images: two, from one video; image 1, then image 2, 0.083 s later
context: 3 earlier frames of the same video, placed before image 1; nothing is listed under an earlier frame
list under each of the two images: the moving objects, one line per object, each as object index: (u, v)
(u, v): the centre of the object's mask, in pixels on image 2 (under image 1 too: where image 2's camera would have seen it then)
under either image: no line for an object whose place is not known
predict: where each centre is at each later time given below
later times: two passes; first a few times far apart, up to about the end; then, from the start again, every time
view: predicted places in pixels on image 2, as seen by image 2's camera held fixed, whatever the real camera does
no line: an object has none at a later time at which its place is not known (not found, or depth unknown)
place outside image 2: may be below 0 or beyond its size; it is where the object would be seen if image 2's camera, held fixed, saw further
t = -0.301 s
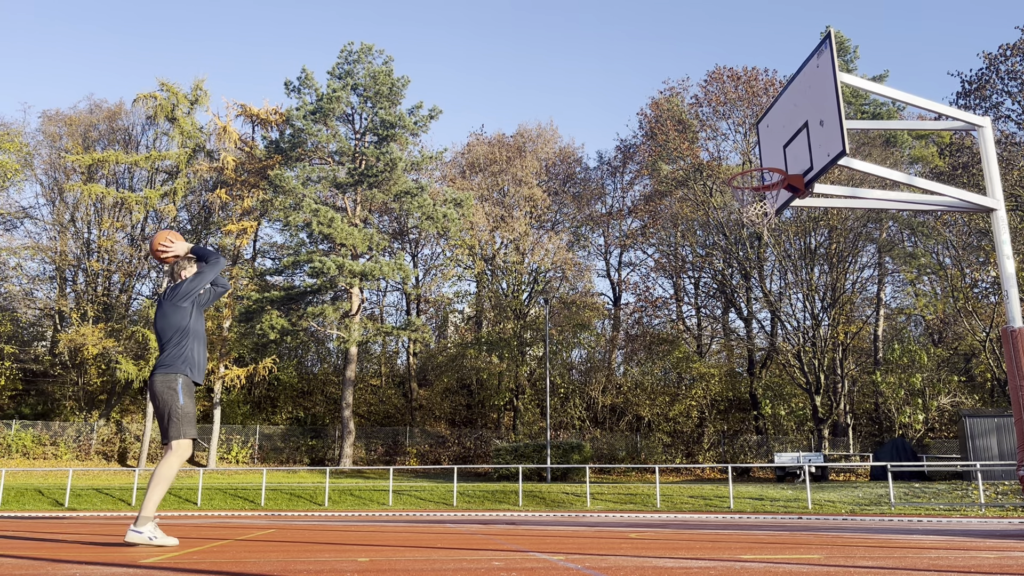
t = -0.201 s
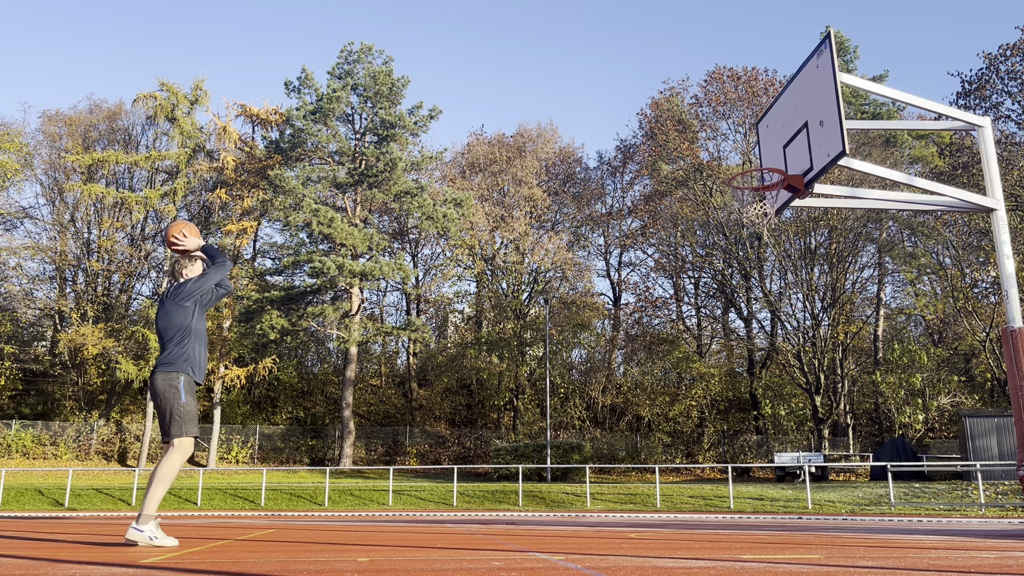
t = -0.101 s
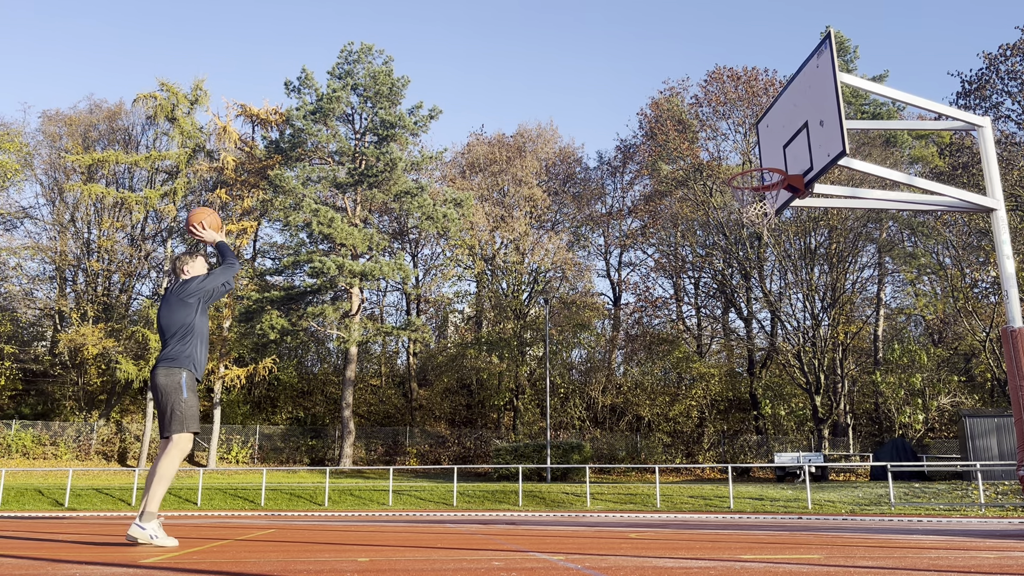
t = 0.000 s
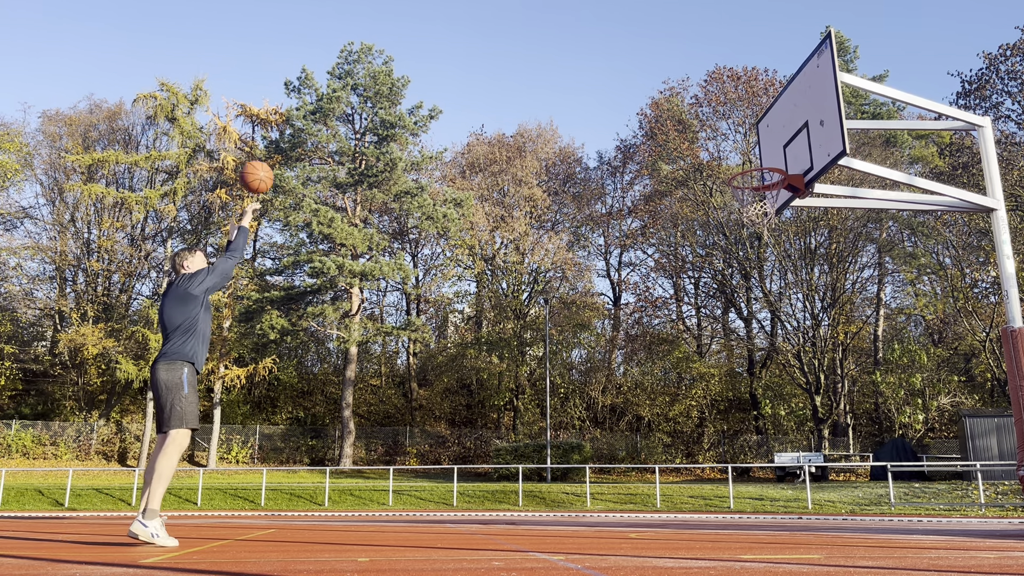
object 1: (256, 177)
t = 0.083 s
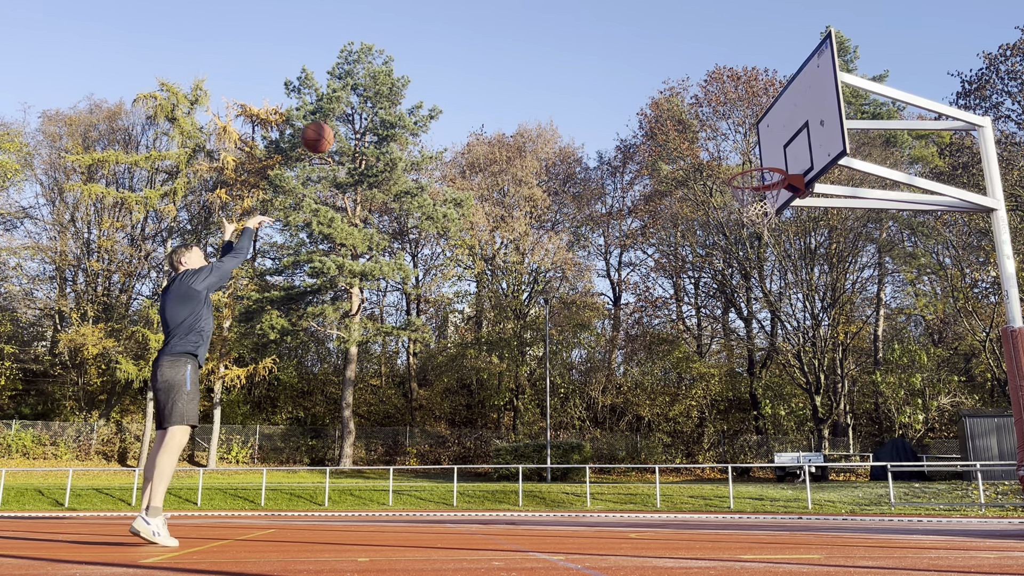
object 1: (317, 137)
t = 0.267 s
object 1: (437, 85)
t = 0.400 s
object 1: (515, 75)
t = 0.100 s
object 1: (329, 131)
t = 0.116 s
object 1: (340, 125)
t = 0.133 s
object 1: (352, 119)
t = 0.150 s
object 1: (363, 113)
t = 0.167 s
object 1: (374, 108)
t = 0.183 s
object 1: (385, 103)
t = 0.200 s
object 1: (395, 99)
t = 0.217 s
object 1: (406, 95)
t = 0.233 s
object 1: (416, 91)
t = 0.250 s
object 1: (427, 88)
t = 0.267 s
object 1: (437, 85)
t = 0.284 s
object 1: (447, 83)
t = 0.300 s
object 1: (457, 81)
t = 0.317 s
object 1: (467, 79)
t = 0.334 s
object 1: (477, 77)
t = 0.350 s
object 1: (487, 76)
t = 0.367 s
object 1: (496, 75)
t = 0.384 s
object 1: (506, 75)
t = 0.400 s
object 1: (515, 75)
